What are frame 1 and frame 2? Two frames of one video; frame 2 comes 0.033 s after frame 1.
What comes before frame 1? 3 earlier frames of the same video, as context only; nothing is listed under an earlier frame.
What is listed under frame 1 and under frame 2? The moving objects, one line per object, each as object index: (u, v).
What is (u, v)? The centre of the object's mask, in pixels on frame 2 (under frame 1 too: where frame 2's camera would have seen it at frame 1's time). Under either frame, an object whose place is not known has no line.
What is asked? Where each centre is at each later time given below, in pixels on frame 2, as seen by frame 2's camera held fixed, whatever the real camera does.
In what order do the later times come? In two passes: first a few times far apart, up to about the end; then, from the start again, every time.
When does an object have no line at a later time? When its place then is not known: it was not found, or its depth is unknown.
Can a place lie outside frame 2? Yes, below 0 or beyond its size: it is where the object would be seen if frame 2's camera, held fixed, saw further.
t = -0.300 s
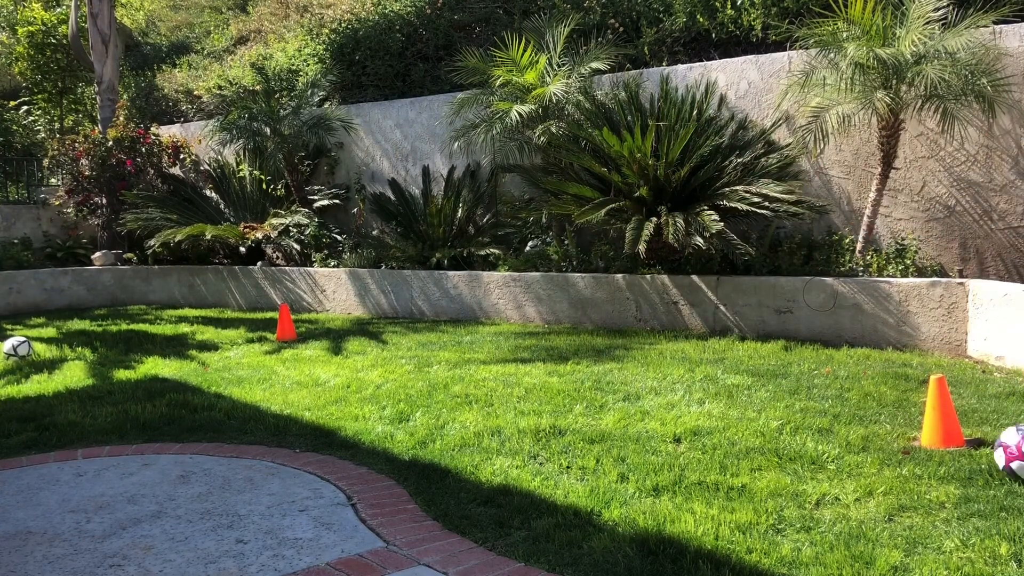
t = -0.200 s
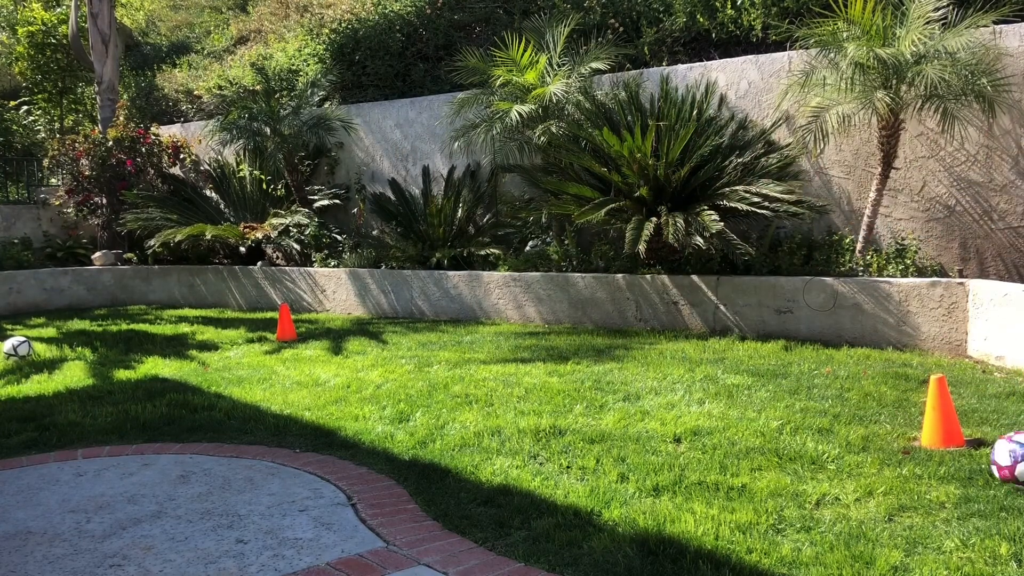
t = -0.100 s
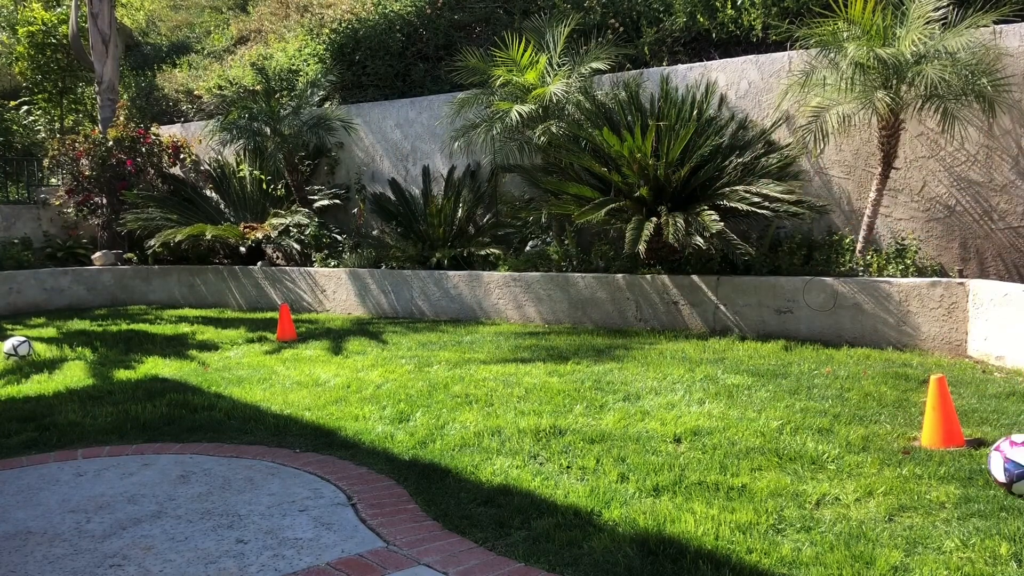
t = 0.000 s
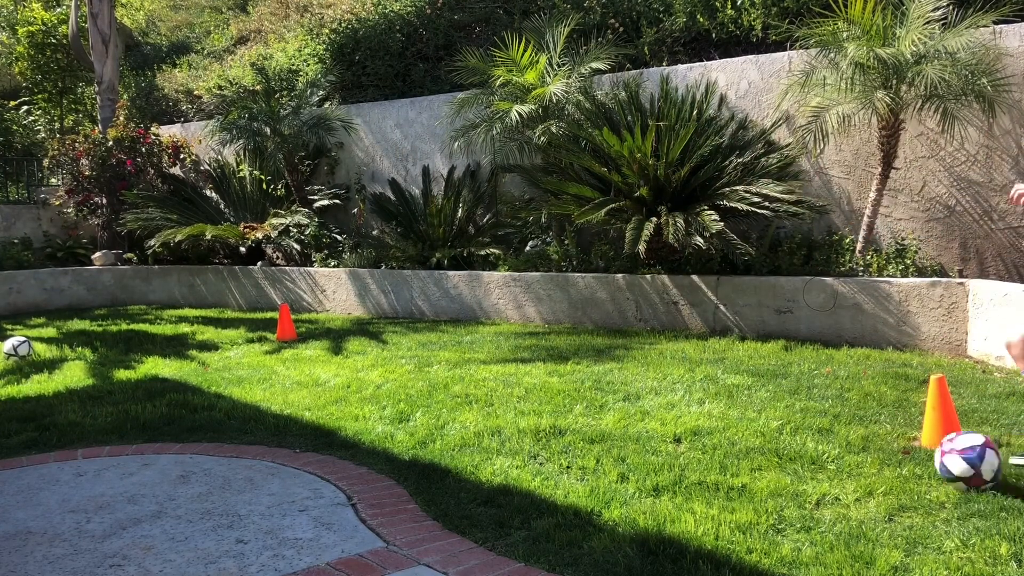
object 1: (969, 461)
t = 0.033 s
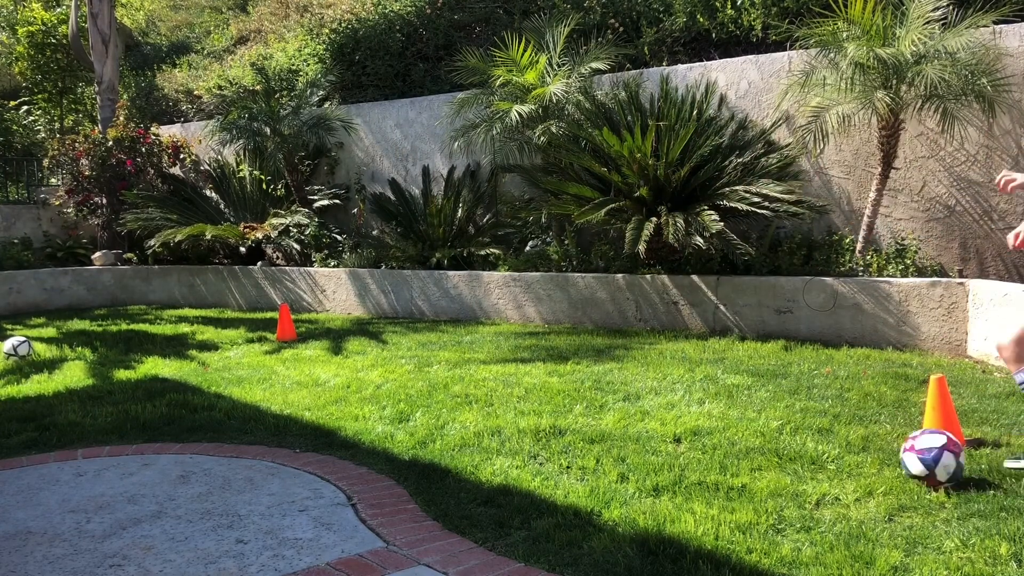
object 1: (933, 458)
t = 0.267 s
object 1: (770, 449)
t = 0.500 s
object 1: (667, 442)
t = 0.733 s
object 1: (589, 435)
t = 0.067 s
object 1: (899, 457)
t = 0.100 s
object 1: (871, 455)
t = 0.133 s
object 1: (846, 454)
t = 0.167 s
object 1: (823, 454)
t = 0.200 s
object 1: (805, 451)
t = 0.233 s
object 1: (788, 449)
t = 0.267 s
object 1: (770, 449)
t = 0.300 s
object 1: (754, 449)
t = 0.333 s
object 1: (738, 445)
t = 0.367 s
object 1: (723, 443)
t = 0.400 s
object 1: (708, 441)
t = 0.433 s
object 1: (694, 441)
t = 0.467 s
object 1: (680, 442)
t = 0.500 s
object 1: (667, 442)
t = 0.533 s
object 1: (655, 439)
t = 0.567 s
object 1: (644, 438)
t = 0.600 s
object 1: (632, 437)
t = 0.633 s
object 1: (621, 437)
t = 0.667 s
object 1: (610, 436)
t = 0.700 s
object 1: (599, 435)
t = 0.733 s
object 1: (589, 435)
